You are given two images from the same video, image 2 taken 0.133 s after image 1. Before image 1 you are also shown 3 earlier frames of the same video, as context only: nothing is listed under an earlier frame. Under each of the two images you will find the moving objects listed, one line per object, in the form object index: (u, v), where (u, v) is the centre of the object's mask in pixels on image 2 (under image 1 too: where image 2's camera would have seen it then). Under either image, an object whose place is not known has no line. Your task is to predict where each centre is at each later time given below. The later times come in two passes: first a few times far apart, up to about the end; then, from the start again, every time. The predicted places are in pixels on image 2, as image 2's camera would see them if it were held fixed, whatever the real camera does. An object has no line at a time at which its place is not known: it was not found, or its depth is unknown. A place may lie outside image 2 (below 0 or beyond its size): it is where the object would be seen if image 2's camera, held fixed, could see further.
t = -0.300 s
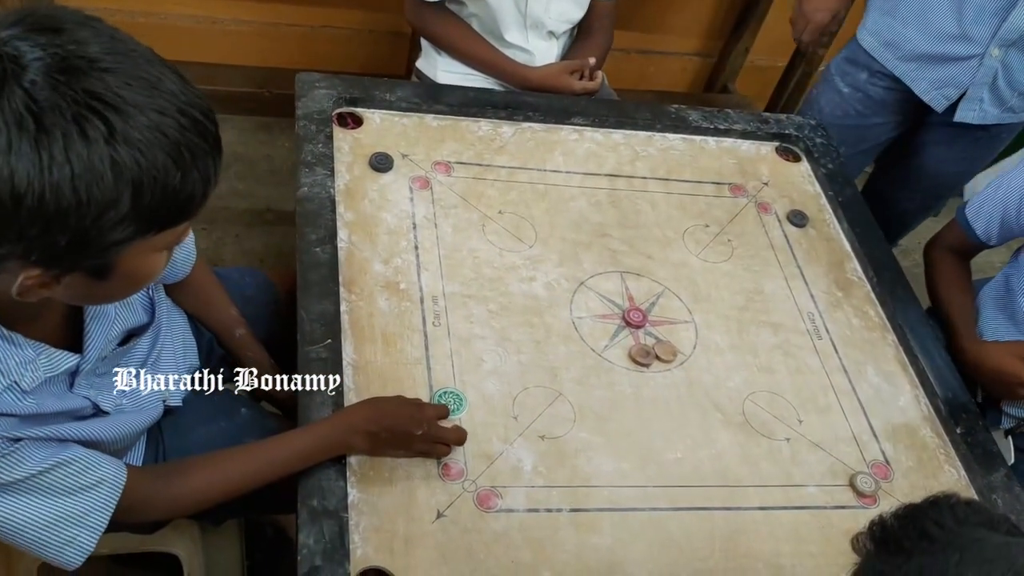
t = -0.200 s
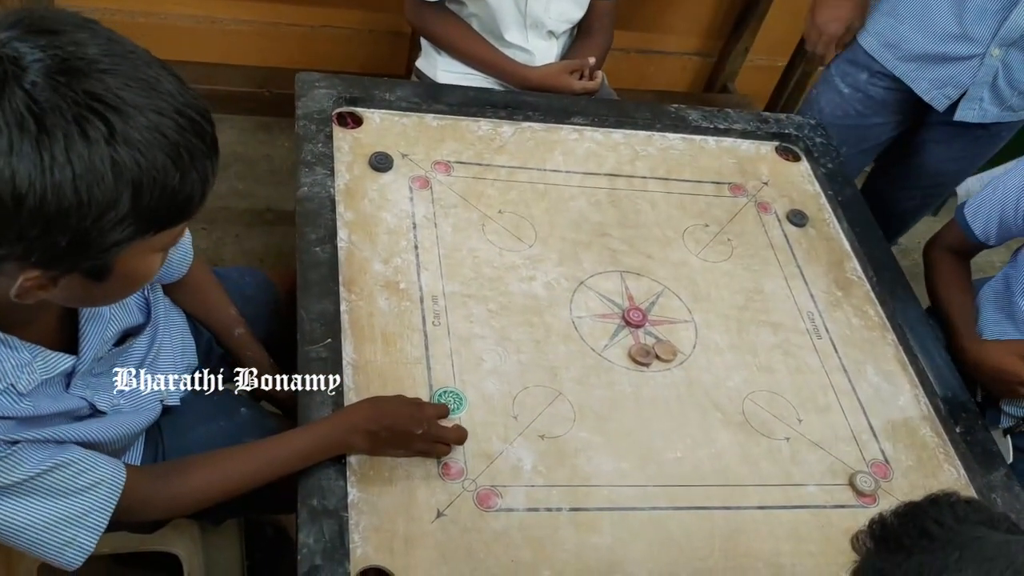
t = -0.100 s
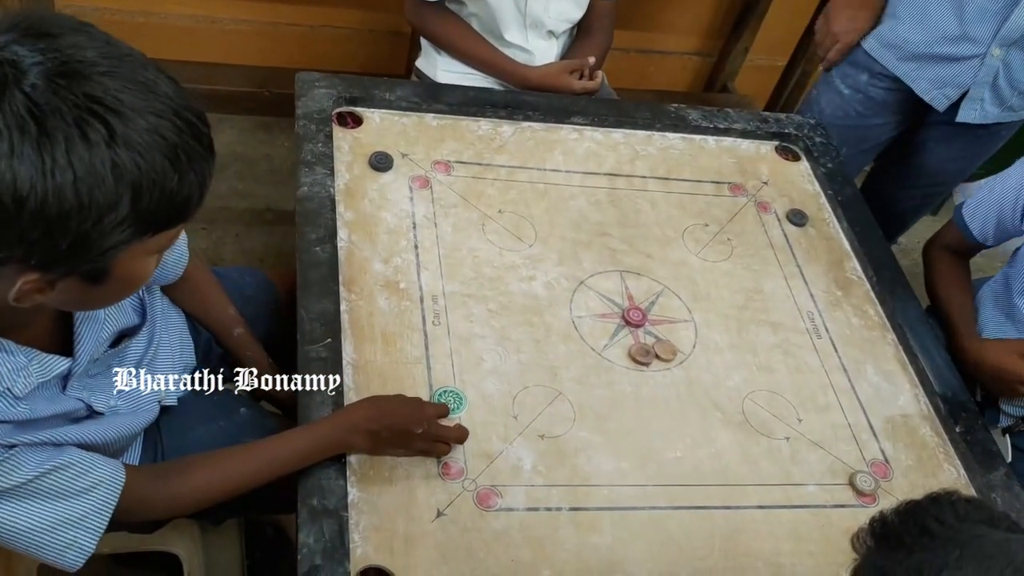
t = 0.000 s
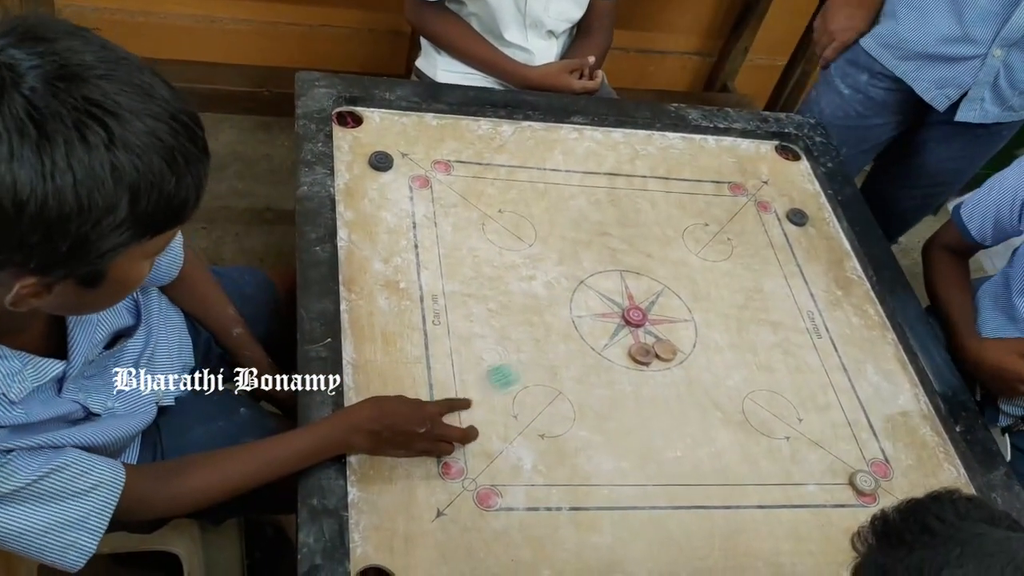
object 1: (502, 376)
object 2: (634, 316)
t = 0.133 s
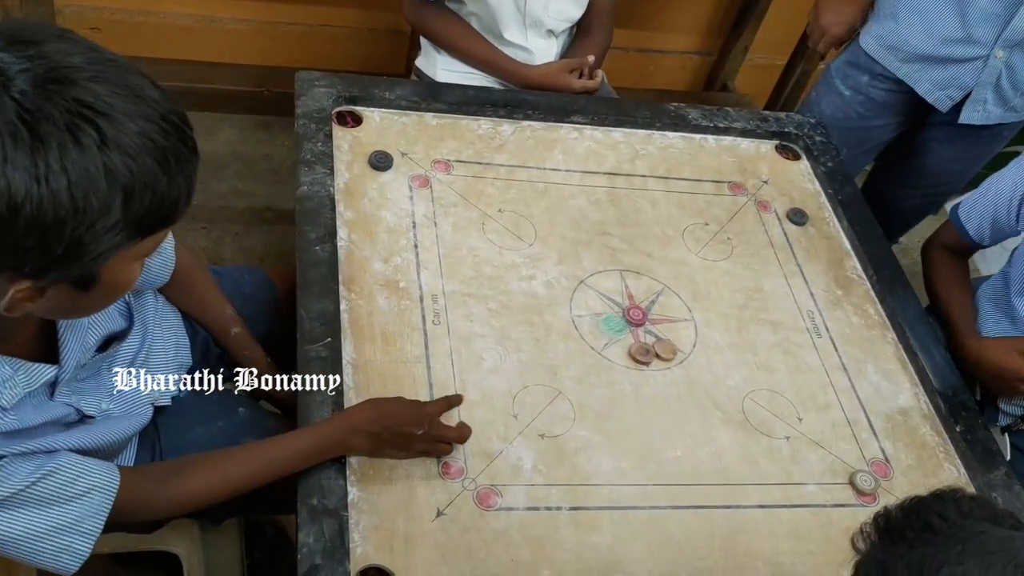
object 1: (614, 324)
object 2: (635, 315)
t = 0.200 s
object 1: (635, 316)
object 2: (686, 290)
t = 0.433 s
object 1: (695, 293)
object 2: (795, 232)
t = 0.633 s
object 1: (728, 281)
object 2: (815, 234)
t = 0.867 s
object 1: (745, 275)
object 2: (814, 234)
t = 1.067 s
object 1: (746, 275)
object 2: (814, 234)
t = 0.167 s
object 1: (625, 319)
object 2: (661, 304)
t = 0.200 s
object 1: (635, 316)
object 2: (686, 290)
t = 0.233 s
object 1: (644, 313)
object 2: (705, 280)
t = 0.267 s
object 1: (655, 308)
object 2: (726, 268)
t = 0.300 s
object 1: (664, 305)
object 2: (744, 259)
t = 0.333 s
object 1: (672, 301)
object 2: (759, 251)
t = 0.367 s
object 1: (681, 298)
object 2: (773, 244)
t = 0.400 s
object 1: (689, 295)
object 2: (785, 237)
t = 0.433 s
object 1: (695, 293)
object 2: (795, 232)
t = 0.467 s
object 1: (701, 290)
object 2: (801, 231)
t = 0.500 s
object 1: (708, 288)
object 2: (807, 232)
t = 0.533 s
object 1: (714, 286)
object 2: (811, 233)
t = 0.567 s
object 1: (719, 284)
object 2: (814, 234)
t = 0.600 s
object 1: (724, 282)
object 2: (815, 234)
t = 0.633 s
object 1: (728, 281)
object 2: (815, 234)
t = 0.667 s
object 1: (732, 280)
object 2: (814, 234)
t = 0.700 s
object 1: (736, 278)
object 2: (814, 234)
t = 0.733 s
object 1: (739, 277)
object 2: (814, 234)
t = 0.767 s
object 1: (741, 276)
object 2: (815, 234)
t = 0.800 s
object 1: (743, 276)
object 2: (814, 234)
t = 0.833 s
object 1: (744, 275)
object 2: (814, 234)
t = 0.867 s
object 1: (745, 275)
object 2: (814, 234)
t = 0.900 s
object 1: (746, 275)
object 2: (814, 234)
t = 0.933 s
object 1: (746, 275)
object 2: (814, 234)
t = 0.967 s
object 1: (746, 275)
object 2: (814, 234)
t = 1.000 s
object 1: (746, 275)
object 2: (814, 234)
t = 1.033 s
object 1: (746, 275)
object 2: (814, 234)
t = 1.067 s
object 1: (746, 275)
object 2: (814, 234)
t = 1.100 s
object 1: (746, 275)
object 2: (814, 234)
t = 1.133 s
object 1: (746, 275)
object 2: (814, 234)
